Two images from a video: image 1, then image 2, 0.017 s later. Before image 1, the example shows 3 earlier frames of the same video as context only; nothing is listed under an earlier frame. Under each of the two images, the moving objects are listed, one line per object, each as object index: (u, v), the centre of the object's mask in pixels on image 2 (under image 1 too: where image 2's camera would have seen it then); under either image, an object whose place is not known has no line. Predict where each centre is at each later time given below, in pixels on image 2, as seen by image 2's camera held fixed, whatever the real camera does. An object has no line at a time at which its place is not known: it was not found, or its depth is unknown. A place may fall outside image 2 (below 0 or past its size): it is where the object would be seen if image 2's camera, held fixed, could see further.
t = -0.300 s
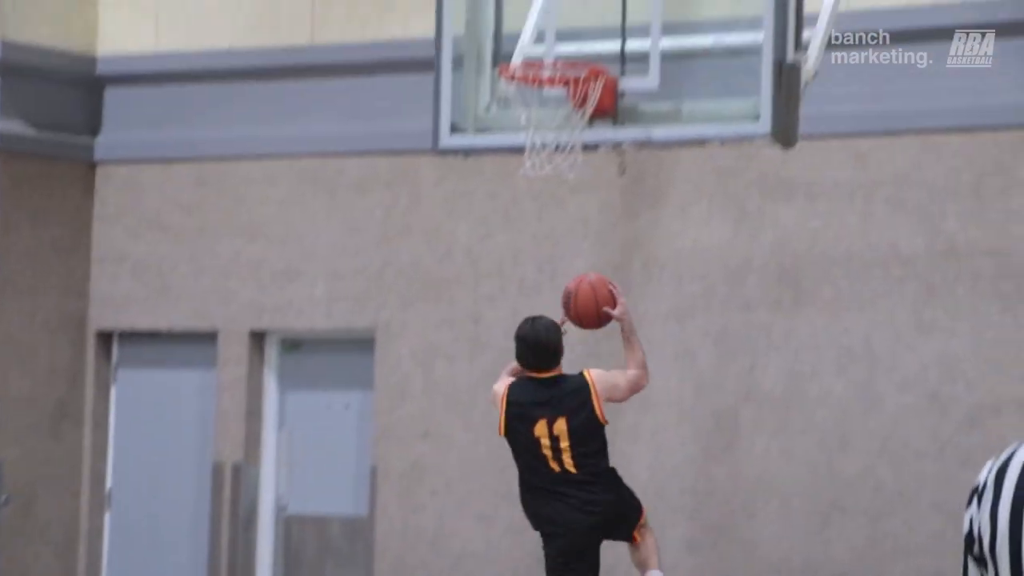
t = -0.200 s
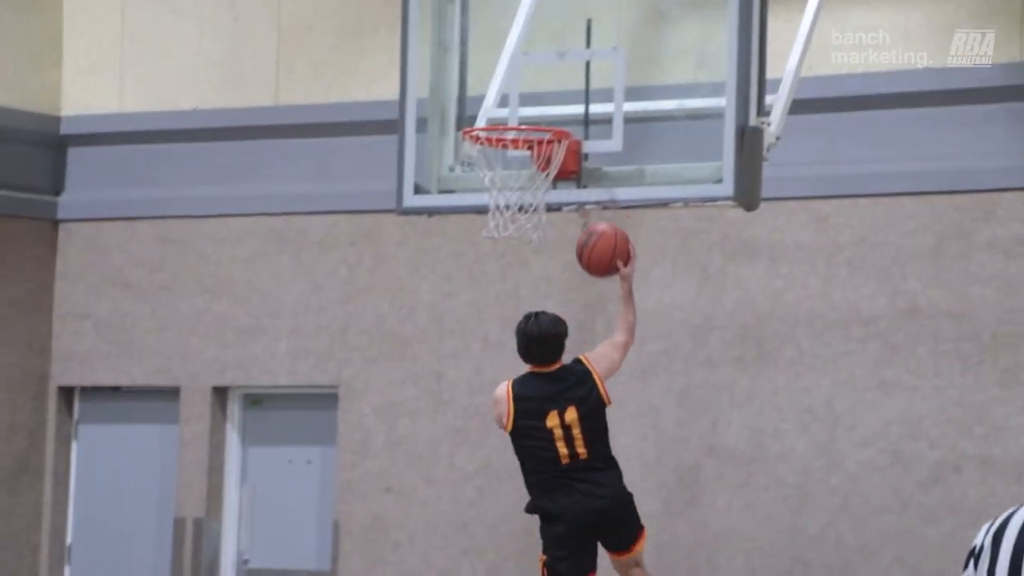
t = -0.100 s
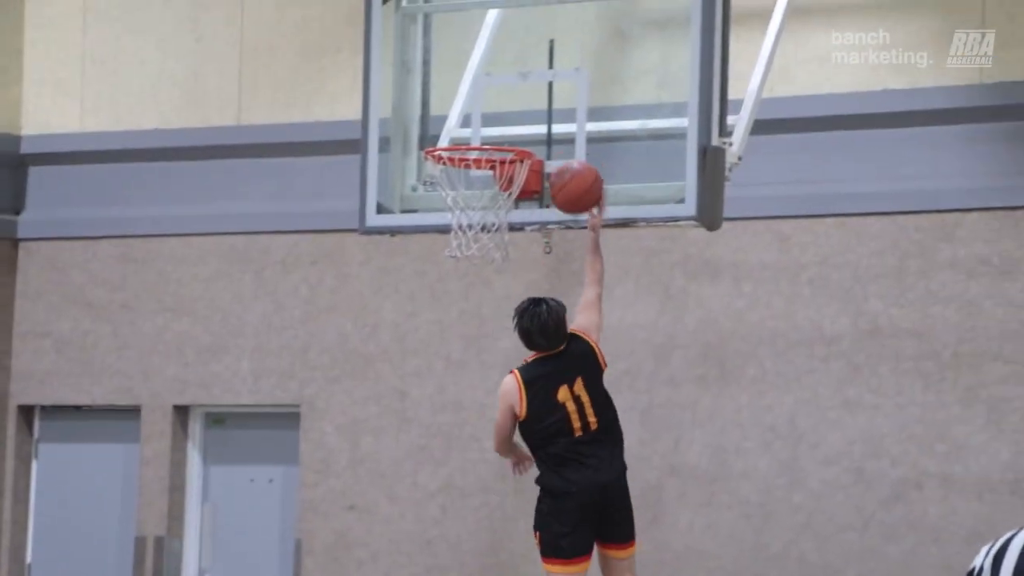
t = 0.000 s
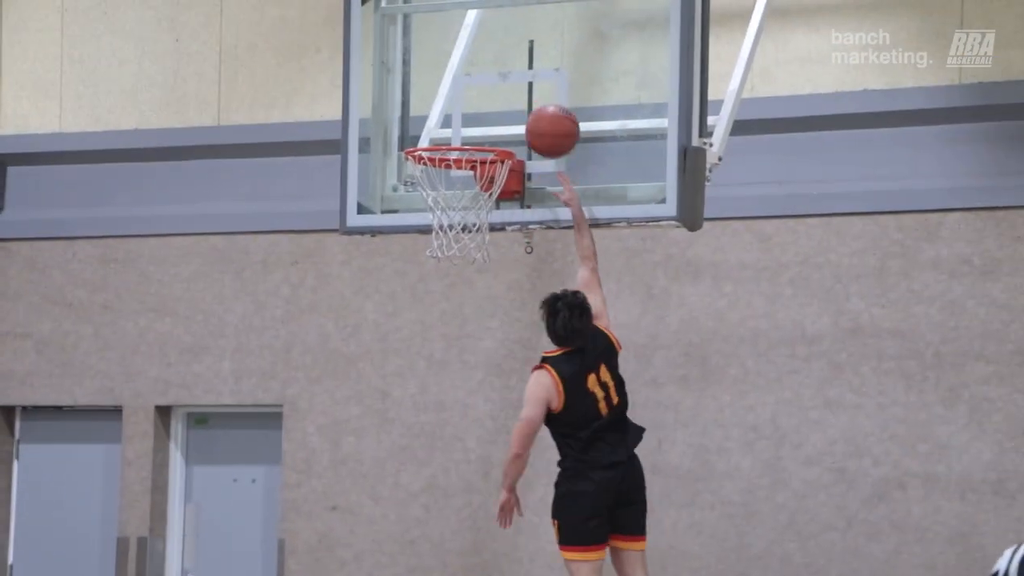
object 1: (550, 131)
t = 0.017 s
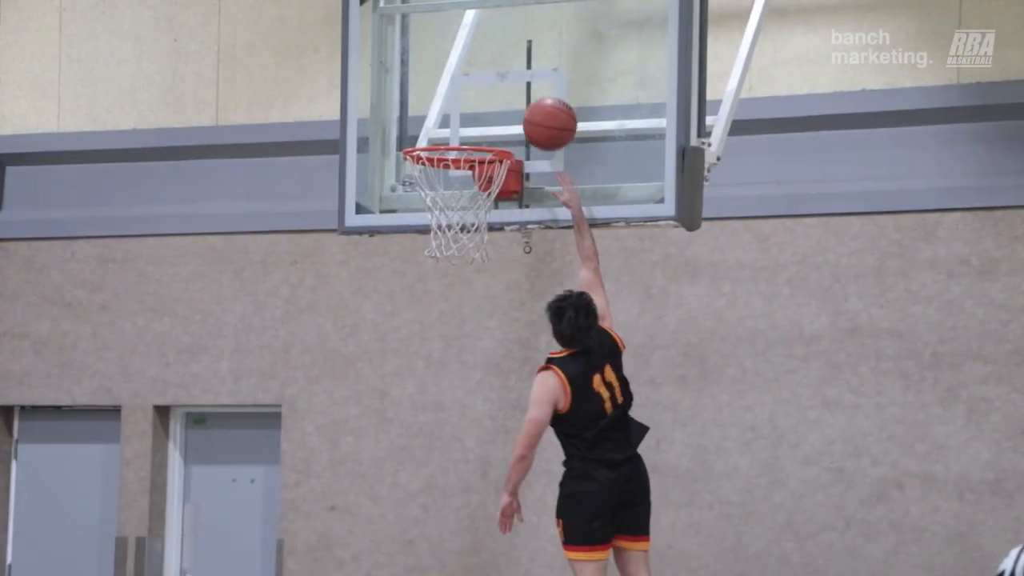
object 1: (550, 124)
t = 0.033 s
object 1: (549, 117)
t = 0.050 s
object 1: (548, 111)
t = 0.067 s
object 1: (544, 106)
